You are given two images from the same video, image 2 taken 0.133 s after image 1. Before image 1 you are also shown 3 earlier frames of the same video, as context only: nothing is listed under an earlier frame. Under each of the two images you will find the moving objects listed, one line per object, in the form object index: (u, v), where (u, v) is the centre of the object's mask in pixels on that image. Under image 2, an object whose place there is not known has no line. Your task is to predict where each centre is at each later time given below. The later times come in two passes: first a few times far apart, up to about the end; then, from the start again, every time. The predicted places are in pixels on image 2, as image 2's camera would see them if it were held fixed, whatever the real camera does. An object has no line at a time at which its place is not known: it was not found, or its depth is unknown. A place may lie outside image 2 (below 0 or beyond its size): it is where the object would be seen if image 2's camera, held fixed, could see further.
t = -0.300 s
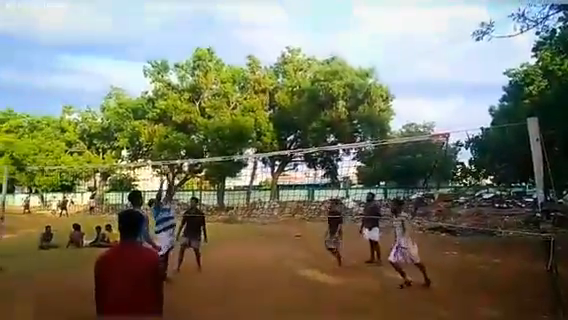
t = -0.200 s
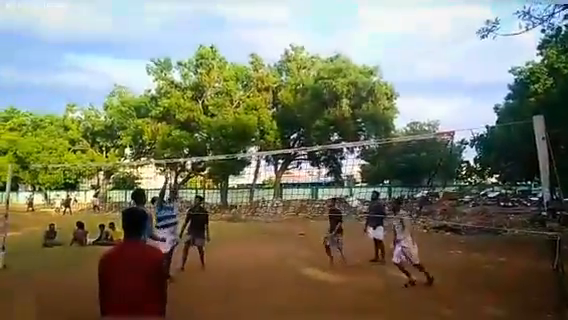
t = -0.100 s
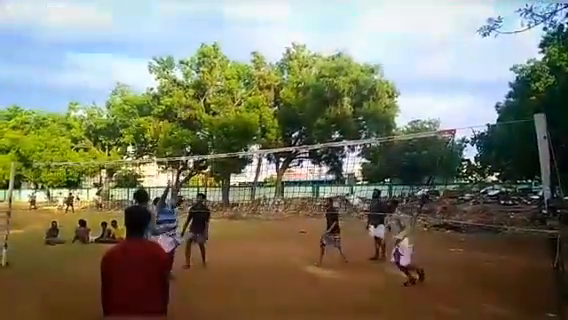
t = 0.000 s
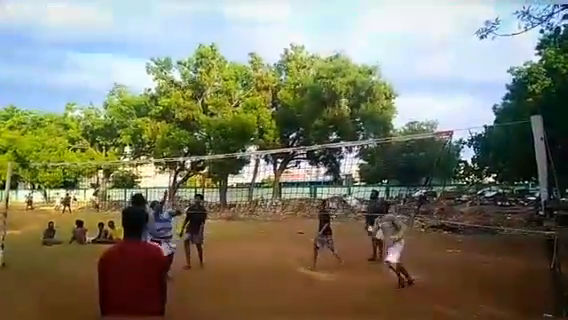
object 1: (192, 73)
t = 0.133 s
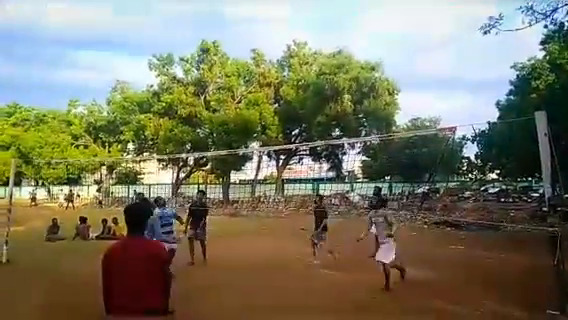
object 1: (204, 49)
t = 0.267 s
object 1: (214, 27)
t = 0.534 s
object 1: (239, 14)
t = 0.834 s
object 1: (262, 58)
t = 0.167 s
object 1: (208, 41)
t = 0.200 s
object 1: (209, 36)
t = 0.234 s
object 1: (211, 31)
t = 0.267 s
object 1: (214, 27)
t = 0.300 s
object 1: (216, 24)
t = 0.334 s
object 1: (219, 21)
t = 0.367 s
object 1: (222, 18)
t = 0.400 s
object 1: (225, 15)
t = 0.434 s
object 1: (231, 13)
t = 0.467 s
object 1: (233, 13)
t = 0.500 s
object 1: (236, 14)
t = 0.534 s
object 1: (239, 14)
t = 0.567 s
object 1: (242, 16)
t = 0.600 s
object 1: (244, 19)
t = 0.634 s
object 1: (247, 22)
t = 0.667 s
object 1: (249, 26)
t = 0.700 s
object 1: (252, 31)
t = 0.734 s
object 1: (254, 37)
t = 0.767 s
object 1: (257, 44)
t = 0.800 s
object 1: (259, 51)
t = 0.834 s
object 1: (262, 58)
